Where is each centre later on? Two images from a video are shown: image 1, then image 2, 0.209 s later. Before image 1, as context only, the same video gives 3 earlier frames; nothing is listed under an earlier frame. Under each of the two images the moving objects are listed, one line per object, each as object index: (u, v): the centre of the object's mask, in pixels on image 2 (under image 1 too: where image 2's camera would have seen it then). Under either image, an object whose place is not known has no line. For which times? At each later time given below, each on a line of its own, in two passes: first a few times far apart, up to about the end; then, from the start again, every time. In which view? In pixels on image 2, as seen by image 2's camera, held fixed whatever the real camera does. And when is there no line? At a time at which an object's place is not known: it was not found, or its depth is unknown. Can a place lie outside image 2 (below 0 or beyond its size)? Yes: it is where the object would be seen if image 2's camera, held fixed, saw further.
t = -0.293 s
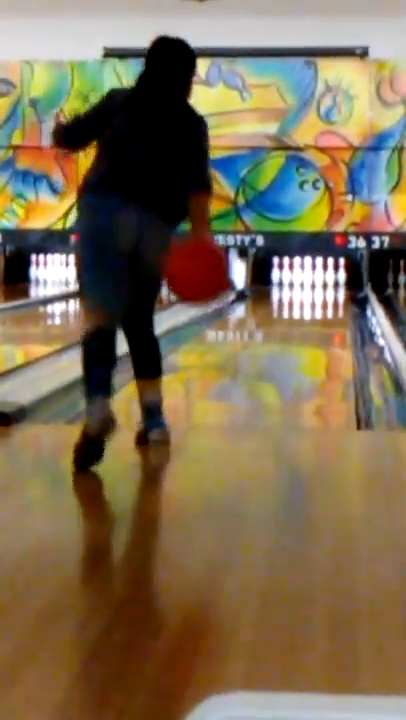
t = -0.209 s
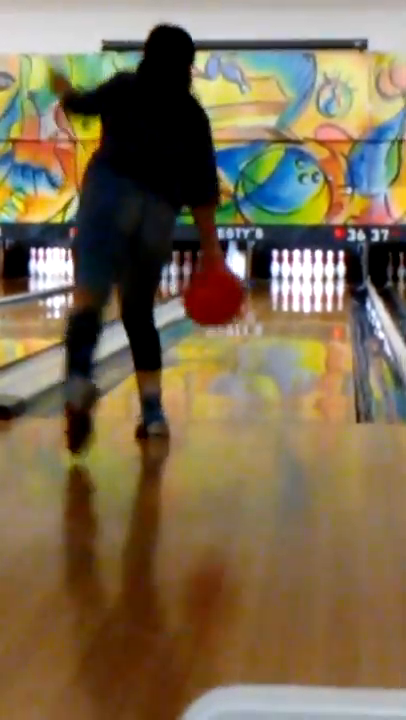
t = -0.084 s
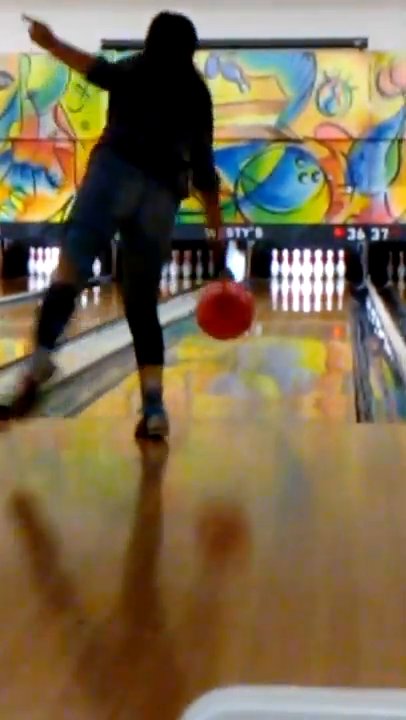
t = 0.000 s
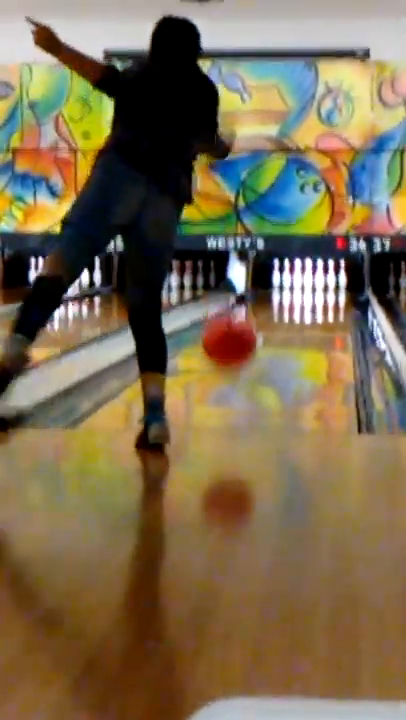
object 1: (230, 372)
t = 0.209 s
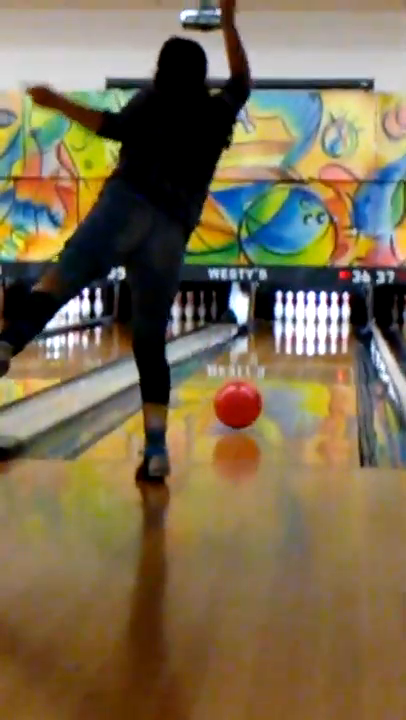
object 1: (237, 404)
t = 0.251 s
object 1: (239, 401)
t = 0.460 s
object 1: (245, 385)
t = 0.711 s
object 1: (250, 372)
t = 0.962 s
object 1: (254, 361)
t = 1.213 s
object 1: (256, 353)
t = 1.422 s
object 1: (260, 347)
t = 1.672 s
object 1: (261, 342)
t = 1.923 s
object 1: (262, 337)
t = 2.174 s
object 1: (264, 332)
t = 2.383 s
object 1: (264, 326)
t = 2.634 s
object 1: (265, 324)
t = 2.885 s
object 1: (267, 322)
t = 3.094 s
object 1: (267, 321)
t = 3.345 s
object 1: (267, 318)
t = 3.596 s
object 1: (268, 316)
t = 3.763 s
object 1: (267, 315)
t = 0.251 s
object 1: (239, 401)
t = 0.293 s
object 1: (240, 398)
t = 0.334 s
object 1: (241, 395)
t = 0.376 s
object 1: (242, 392)
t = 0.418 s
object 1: (244, 389)
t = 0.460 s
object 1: (245, 385)
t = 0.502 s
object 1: (245, 383)
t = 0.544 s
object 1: (246, 381)
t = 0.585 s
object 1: (247, 379)
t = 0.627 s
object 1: (248, 376)
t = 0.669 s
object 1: (249, 374)
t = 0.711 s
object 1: (250, 372)
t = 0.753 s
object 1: (250, 370)
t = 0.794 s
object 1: (251, 368)
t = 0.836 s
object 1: (252, 367)
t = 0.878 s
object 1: (253, 365)
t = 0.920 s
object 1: (254, 363)
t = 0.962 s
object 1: (254, 361)
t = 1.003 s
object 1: (255, 359)
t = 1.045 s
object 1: (255, 358)
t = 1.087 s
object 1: (255, 357)
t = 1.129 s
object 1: (255, 355)
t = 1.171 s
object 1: (256, 355)
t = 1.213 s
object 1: (256, 353)
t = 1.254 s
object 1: (256, 352)
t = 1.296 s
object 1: (258, 351)
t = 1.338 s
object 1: (259, 349)
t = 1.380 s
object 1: (259, 348)
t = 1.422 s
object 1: (260, 347)
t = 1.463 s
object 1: (260, 346)
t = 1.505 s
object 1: (261, 345)
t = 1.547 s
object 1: (261, 344)
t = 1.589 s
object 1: (261, 344)
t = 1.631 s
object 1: (261, 343)
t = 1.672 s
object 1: (261, 342)
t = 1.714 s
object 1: (261, 340)
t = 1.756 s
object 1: (262, 340)
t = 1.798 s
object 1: (262, 339)
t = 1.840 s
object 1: (262, 338)
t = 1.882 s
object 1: (262, 337)
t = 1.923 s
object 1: (262, 337)
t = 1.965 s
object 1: (262, 336)
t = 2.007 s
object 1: (263, 335)
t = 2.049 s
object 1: (263, 334)
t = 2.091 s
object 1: (263, 334)
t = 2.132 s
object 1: (264, 333)
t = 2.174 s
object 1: (264, 332)
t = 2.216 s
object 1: (263, 331)
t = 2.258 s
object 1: (263, 330)
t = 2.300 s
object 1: (263, 329)
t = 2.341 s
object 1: (264, 328)
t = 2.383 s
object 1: (264, 326)
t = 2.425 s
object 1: (264, 326)
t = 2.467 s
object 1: (265, 327)
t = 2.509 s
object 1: (265, 326)
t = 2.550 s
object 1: (265, 326)
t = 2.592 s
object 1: (265, 326)
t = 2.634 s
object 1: (265, 324)
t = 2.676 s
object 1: (266, 324)
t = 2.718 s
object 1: (266, 324)
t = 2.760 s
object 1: (266, 323)
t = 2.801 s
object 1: (266, 323)
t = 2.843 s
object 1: (267, 322)
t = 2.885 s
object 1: (267, 322)
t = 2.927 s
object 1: (267, 322)
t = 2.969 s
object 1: (267, 321)
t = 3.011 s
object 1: (267, 320)
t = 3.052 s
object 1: (267, 320)
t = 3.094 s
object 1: (267, 321)
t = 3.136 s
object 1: (267, 320)
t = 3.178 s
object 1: (267, 320)
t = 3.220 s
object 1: (267, 318)
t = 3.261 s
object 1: (267, 318)
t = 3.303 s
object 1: (268, 317)
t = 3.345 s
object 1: (267, 318)
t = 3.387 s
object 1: (267, 318)
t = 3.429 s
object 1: (268, 317)
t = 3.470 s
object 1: (268, 317)
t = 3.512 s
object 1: (268, 317)
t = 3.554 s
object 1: (267, 317)
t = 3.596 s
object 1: (268, 316)
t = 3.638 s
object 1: (268, 316)
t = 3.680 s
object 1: (267, 315)
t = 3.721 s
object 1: (267, 315)
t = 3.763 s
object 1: (267, 315)
